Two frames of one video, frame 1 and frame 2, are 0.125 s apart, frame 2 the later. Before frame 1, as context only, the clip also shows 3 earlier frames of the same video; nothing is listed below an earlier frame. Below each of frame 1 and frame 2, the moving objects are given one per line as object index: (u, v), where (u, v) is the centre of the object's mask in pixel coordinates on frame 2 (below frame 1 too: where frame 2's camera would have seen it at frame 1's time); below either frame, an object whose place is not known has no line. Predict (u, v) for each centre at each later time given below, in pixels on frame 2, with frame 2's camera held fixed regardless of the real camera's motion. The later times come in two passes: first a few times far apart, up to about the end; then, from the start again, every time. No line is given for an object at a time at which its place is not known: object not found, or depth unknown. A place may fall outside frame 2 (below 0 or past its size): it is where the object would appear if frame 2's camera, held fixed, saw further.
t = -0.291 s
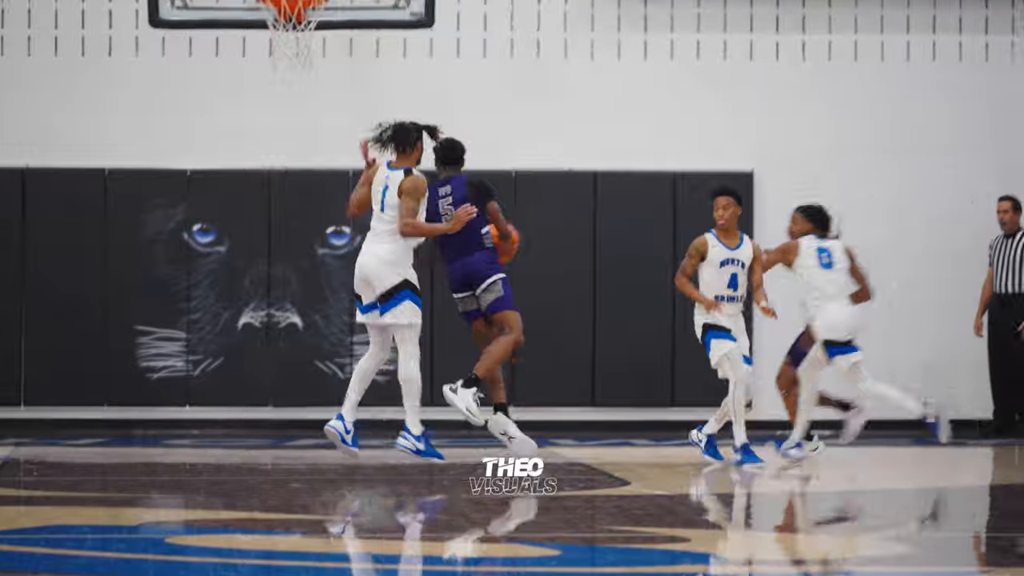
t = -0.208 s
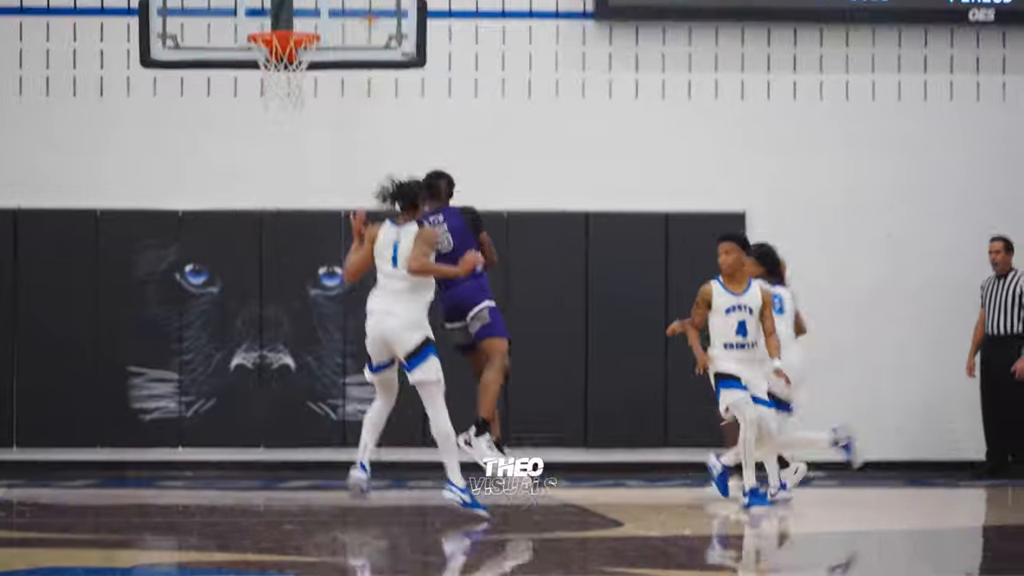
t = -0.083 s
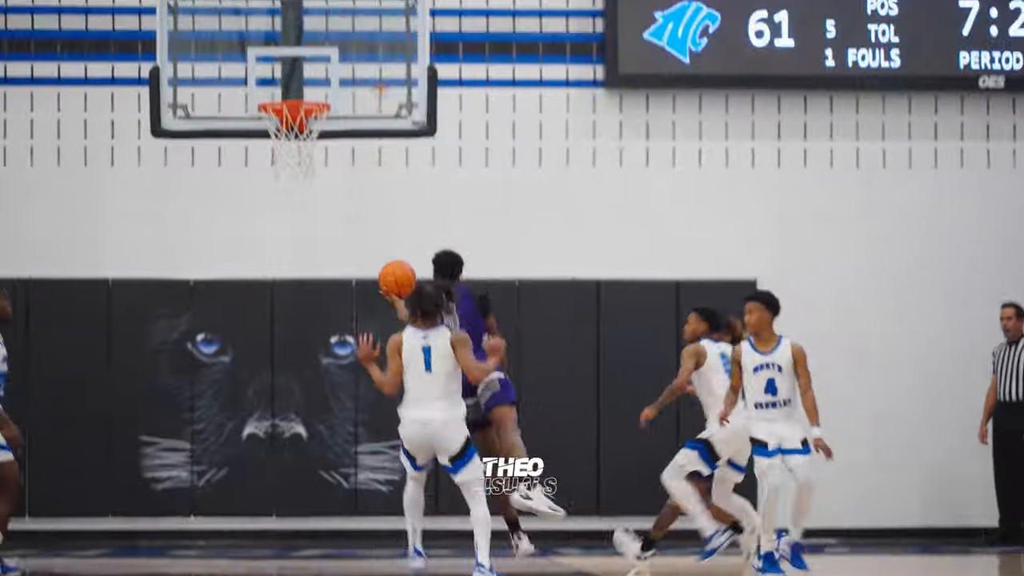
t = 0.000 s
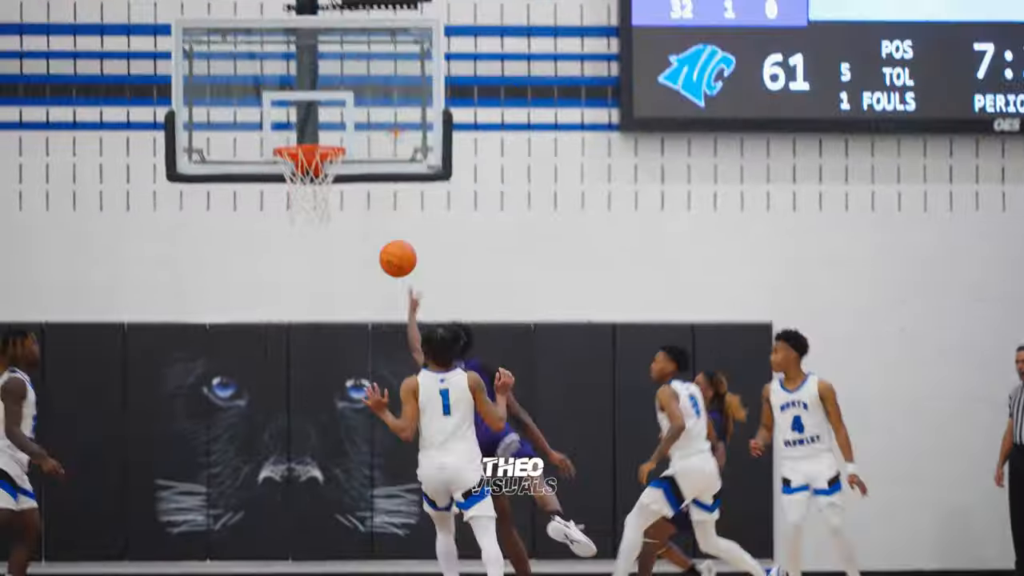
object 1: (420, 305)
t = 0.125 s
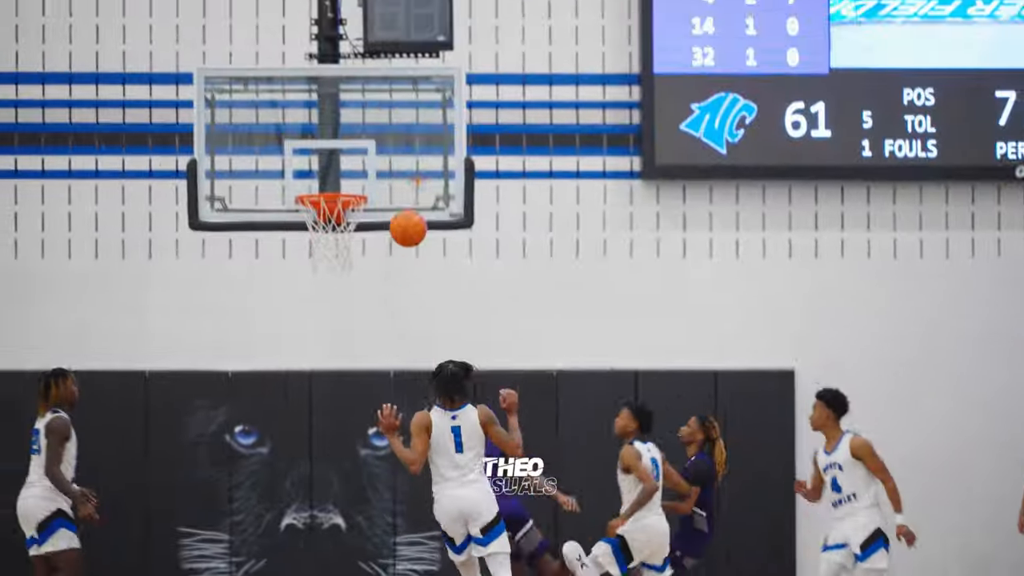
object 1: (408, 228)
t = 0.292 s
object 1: (390, 157)
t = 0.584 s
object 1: (360, 136)
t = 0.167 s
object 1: (403, 202)
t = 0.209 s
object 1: (399, 187)
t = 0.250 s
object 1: (394, 167)
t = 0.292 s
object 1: (390, 157)
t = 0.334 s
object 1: (385, 144)
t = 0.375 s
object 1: (382, 138)
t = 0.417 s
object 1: (377, 131)
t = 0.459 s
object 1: (373, 129)
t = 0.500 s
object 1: (368, 129)
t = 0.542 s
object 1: (365, 130)
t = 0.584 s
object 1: (360, 136)
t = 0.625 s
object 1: (357, 142)
